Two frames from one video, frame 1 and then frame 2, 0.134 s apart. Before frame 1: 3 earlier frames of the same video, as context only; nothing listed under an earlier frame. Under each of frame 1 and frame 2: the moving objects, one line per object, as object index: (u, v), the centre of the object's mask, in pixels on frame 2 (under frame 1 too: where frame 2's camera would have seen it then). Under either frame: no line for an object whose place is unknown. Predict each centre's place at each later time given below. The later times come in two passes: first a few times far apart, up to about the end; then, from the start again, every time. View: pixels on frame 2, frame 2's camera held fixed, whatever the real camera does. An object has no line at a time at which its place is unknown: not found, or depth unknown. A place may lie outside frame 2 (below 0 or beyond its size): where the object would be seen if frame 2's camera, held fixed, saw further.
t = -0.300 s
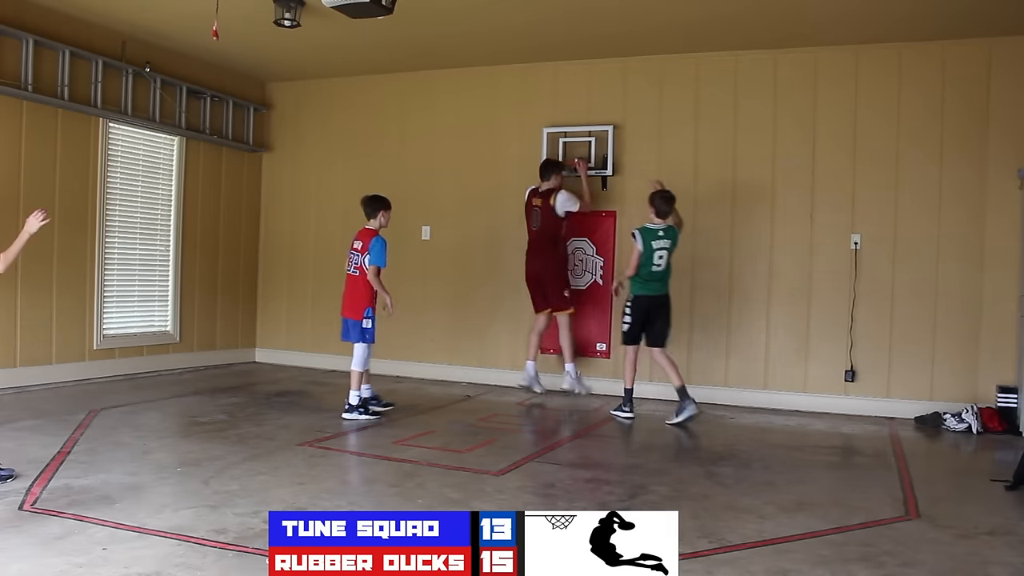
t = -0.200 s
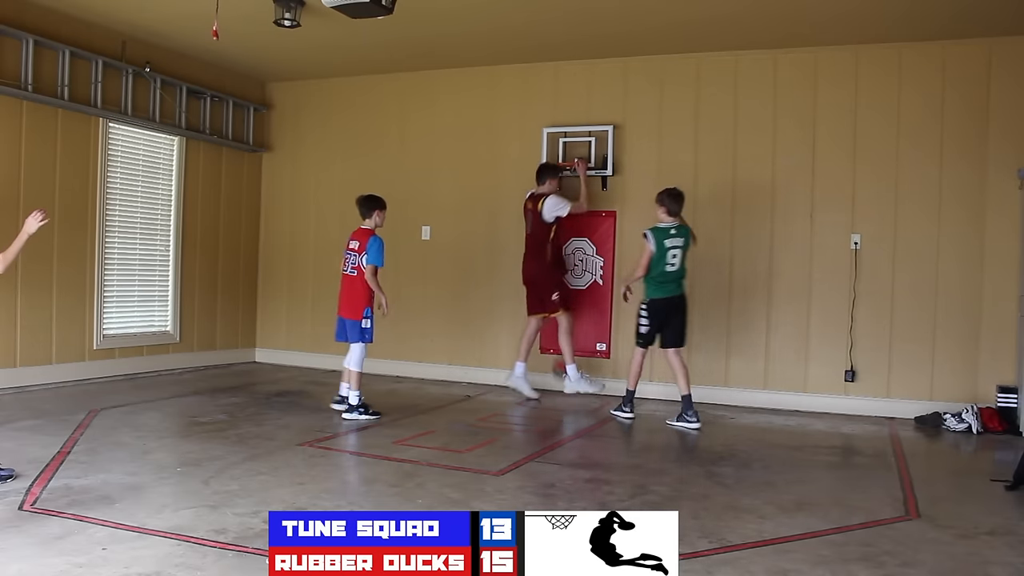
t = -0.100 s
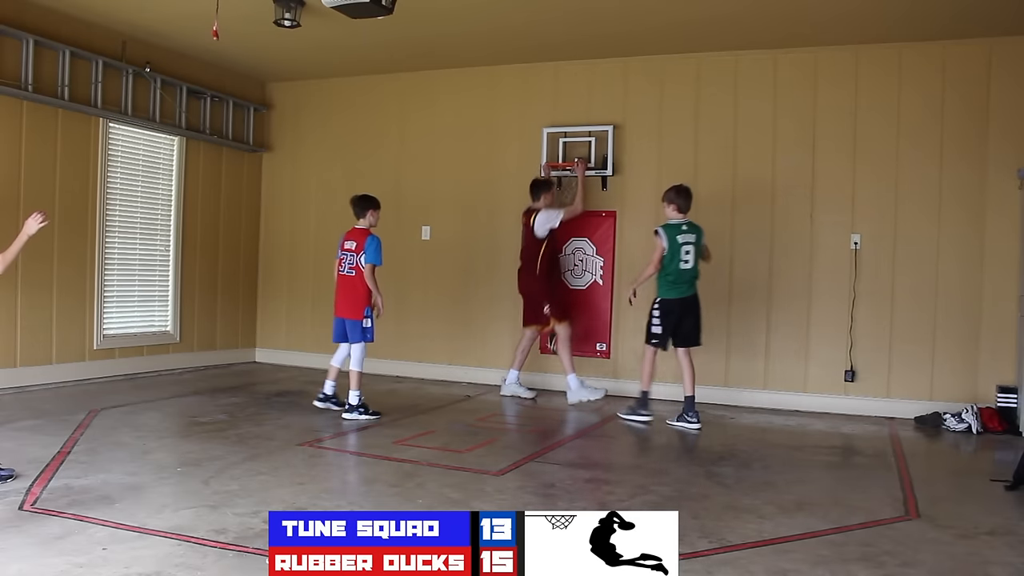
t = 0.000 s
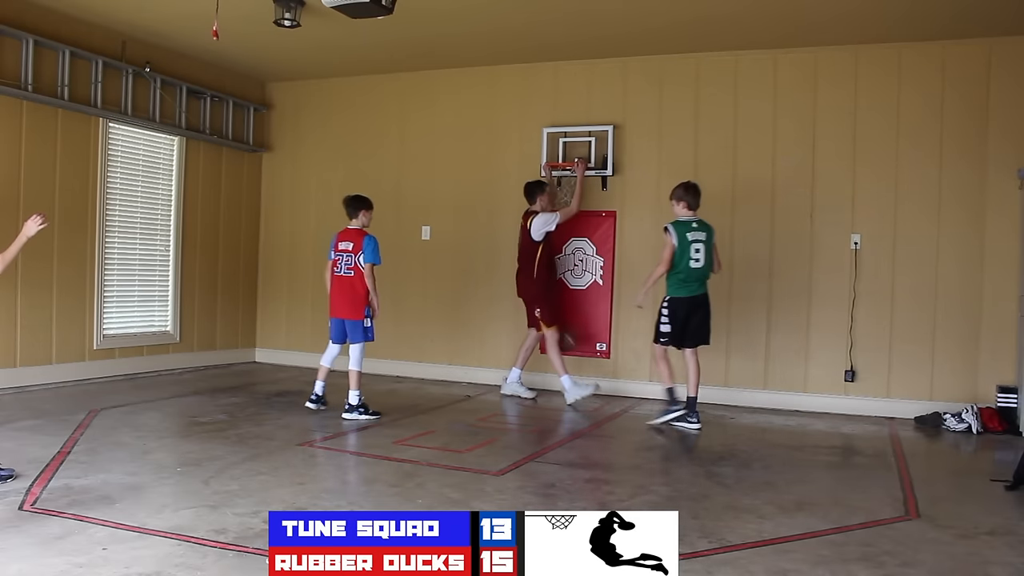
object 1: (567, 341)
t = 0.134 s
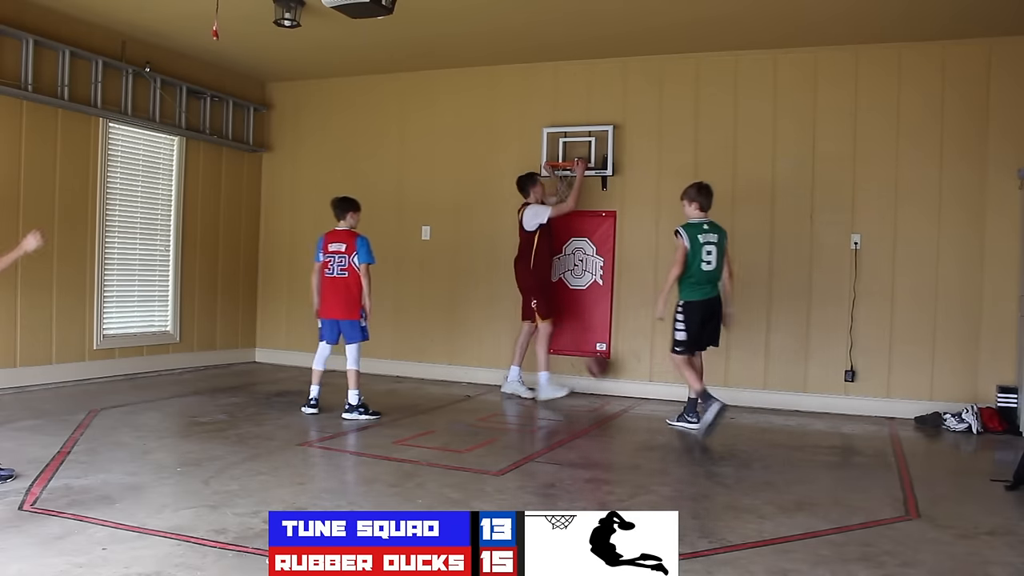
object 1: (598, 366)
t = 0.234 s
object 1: (620, 383)
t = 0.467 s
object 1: (656, 357)
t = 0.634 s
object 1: (682, 378)
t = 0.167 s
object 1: (606, 374)
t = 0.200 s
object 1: (614, 384)
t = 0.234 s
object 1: (620, 383)
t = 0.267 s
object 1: (626, 375)
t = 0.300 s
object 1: (631, 369)
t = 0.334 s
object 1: (636, 364)
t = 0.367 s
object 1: (641, 360)
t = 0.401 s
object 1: (646, 358)
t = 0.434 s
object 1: (651, 357)
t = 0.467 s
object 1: (656, 357)
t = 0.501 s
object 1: (661, 358)
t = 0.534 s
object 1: (666, 361)
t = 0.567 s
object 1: (671, 366)
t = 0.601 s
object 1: (677, 371)
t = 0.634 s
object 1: (682, 378)
